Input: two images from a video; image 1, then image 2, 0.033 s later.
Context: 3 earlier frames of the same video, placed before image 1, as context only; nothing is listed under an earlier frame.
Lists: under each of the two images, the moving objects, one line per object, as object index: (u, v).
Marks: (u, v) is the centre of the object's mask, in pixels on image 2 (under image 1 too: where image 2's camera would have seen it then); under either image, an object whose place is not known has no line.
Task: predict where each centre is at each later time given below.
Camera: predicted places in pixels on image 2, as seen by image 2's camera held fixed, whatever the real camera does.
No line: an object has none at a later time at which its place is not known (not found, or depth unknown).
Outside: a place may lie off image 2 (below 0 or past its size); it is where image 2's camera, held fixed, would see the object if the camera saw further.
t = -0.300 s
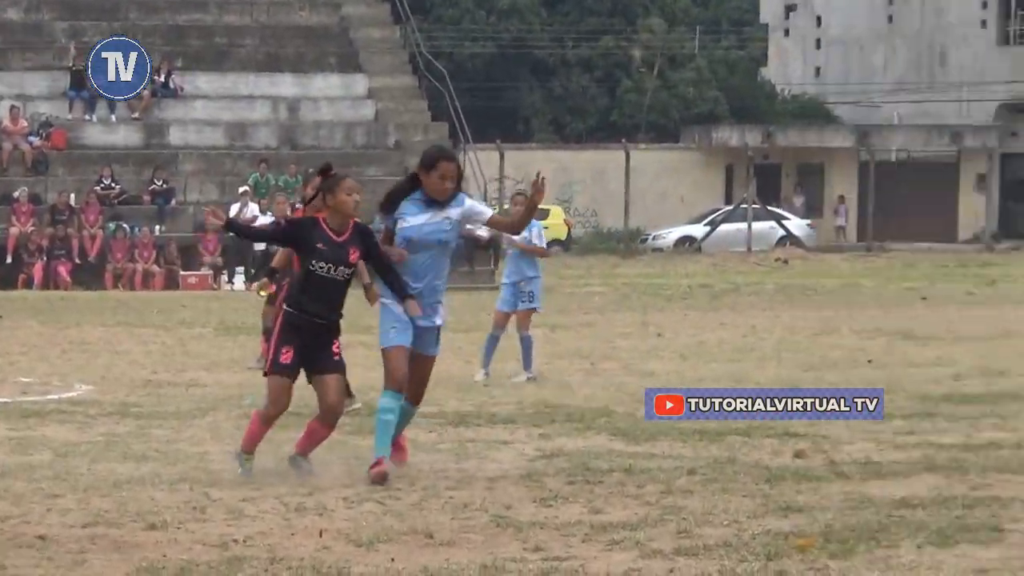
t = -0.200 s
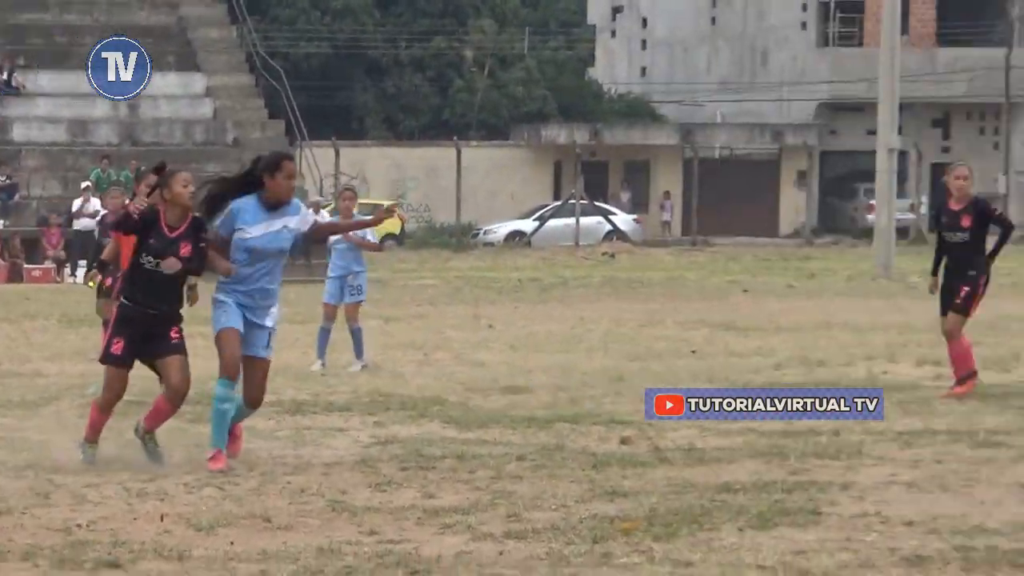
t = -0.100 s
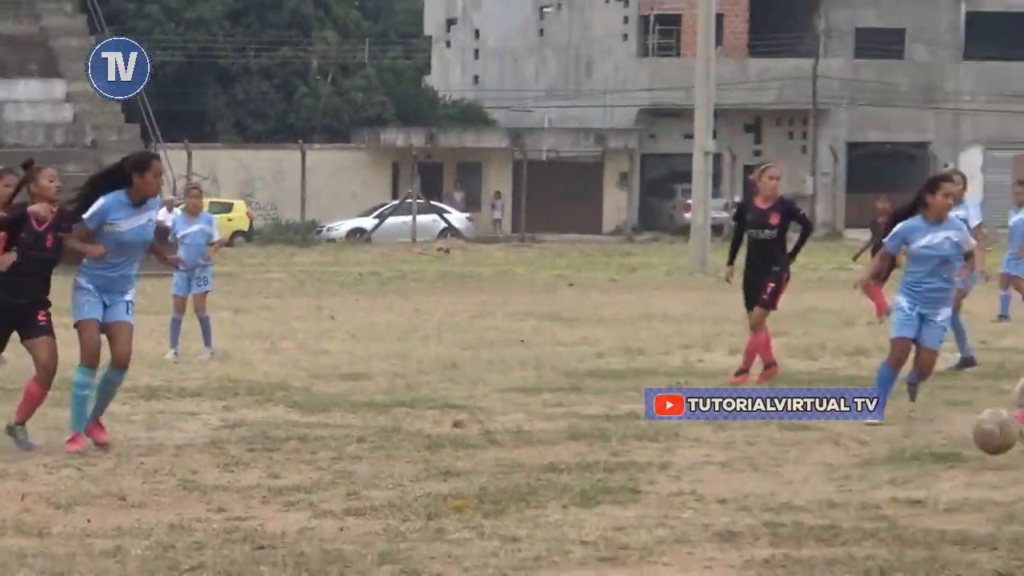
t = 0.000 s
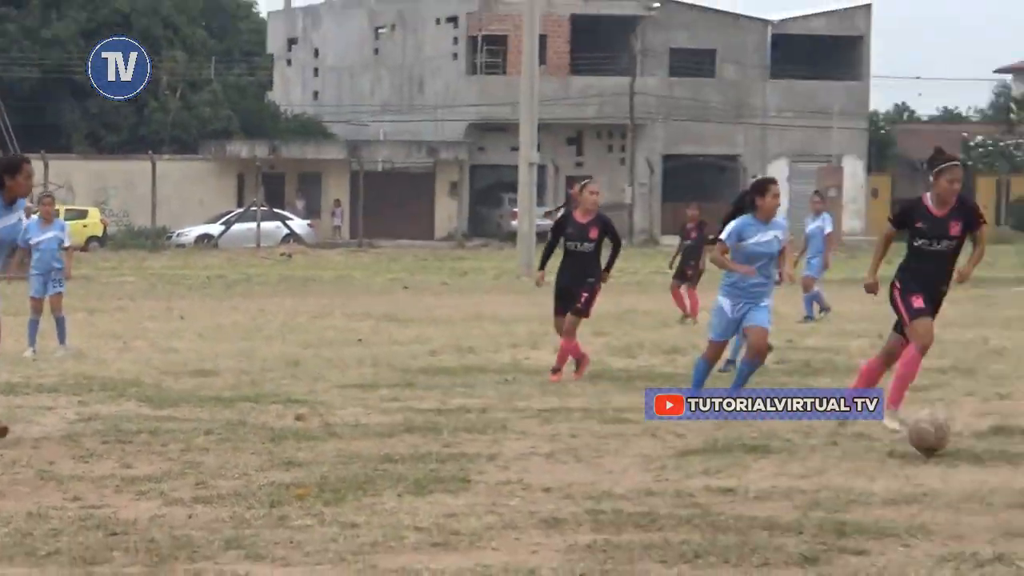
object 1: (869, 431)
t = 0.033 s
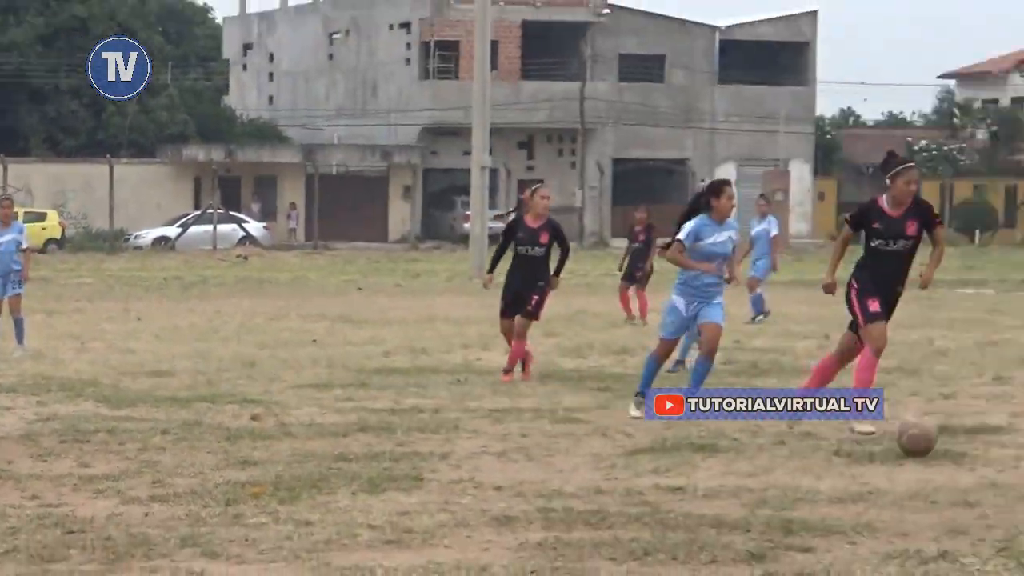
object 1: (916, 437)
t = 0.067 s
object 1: (962, 435)
